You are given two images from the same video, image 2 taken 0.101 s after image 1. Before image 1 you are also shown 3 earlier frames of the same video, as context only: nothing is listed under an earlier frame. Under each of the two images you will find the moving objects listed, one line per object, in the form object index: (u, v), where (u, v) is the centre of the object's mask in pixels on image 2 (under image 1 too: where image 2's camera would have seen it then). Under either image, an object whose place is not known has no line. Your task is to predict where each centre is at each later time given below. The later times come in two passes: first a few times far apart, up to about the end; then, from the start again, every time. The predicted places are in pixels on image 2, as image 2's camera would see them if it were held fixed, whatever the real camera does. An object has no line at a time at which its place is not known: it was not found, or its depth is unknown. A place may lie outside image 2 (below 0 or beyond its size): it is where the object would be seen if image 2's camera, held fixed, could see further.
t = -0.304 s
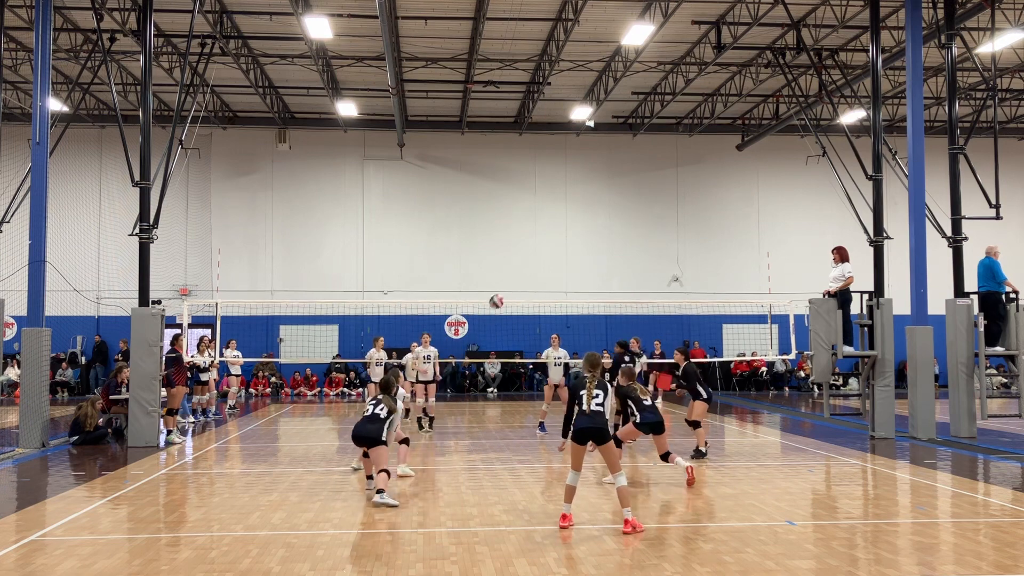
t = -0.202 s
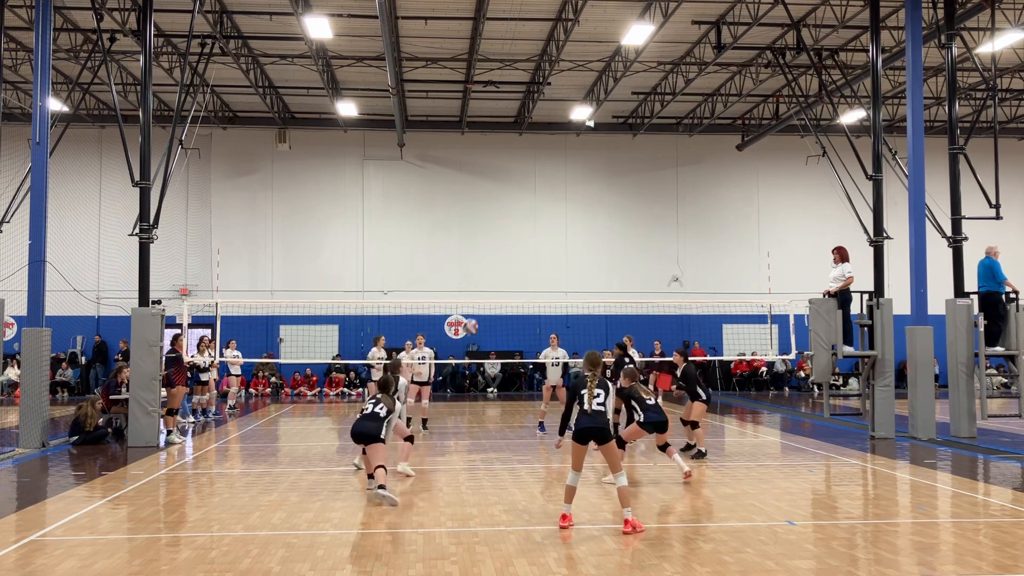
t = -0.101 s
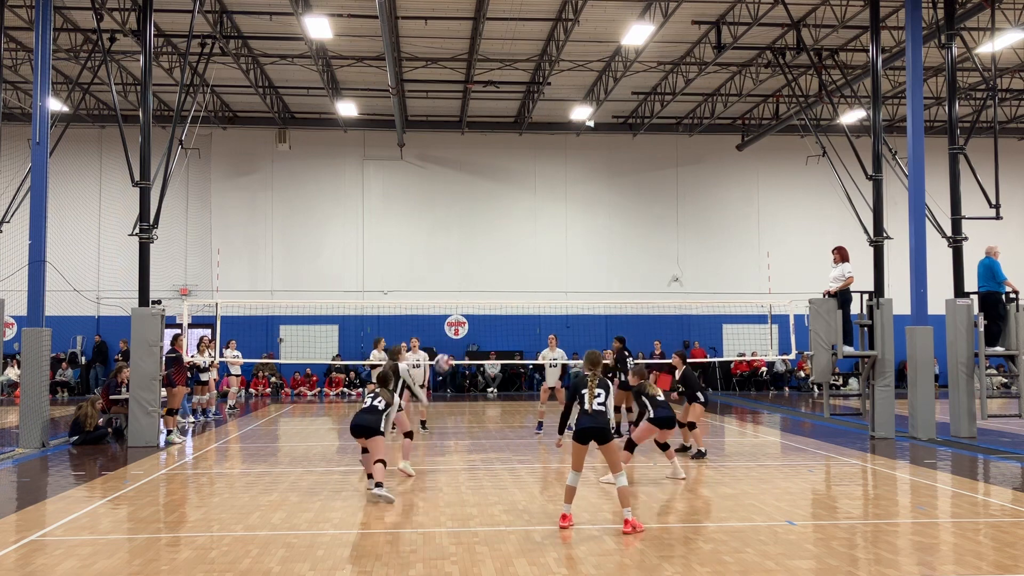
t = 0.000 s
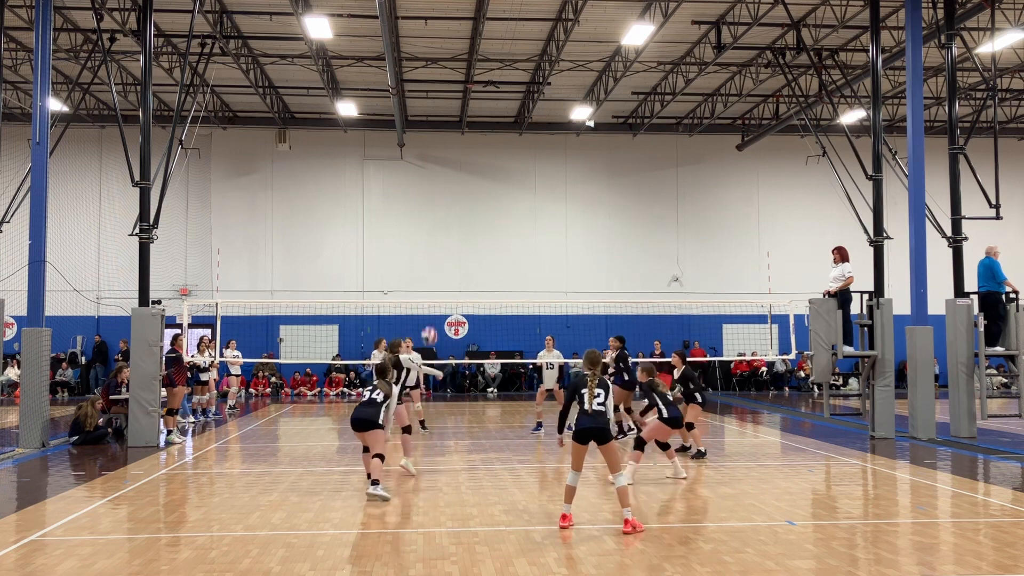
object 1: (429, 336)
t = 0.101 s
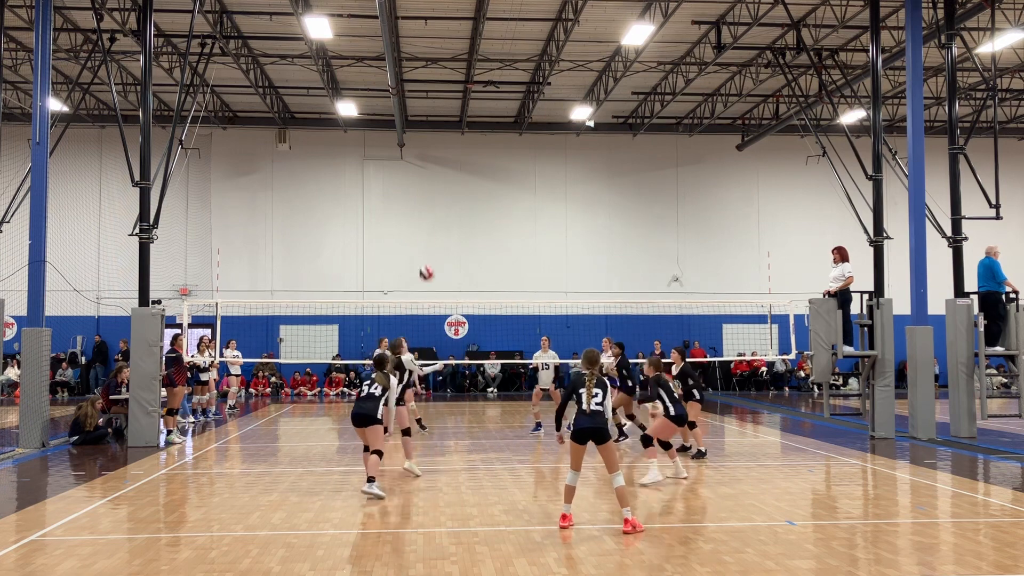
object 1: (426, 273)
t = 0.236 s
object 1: (423, 206)
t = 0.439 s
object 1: (418, 137)
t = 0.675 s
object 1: (414, 99)
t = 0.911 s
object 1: (410, 98)
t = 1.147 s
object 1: (407, 130)
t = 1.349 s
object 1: (403, 182)
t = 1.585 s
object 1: (402, 265)
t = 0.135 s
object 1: (426, 255)
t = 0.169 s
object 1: (426, 237)
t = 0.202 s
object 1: (424, 221)
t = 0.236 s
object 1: (423, 206)
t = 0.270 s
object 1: (422, 192)
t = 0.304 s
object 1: (421, 179)
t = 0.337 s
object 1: (420, 167)
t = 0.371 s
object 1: (420, 157)
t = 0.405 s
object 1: (419, 146)
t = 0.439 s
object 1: (418, 137)
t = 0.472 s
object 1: (418, 129)
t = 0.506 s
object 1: (417, 122)
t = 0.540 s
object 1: (416, 116)
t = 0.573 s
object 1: (415, 110)
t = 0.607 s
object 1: (415, 106)
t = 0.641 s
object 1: (414, 102)
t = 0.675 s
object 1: (414, 99)
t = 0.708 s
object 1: (413, 97)
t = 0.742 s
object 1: (412, 95)
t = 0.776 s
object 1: (412, 94)
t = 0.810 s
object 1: (412, 94)
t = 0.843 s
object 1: (411, 95)
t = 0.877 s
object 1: (411, 96)
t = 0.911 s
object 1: (410, 98)
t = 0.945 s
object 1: (409, 101)
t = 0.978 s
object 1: (408, 104)
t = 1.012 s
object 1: (408, 109)
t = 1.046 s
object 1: (408, 113)
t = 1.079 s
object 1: (407, 119)
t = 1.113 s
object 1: (406, 124)
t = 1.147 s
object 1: (407, 130)
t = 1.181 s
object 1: (406, 138)
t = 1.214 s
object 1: (405, 145)
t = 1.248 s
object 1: (405, 154)
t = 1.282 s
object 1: (404, 163)
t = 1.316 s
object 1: (404, 172)
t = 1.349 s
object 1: (403, 182)
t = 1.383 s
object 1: (403, 193)
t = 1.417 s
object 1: (403, 204)
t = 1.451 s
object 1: (402, 216)
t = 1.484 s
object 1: (402, 227)
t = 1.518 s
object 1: (402, 240)
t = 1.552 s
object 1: (402, 252)
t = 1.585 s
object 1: (402, 265)
